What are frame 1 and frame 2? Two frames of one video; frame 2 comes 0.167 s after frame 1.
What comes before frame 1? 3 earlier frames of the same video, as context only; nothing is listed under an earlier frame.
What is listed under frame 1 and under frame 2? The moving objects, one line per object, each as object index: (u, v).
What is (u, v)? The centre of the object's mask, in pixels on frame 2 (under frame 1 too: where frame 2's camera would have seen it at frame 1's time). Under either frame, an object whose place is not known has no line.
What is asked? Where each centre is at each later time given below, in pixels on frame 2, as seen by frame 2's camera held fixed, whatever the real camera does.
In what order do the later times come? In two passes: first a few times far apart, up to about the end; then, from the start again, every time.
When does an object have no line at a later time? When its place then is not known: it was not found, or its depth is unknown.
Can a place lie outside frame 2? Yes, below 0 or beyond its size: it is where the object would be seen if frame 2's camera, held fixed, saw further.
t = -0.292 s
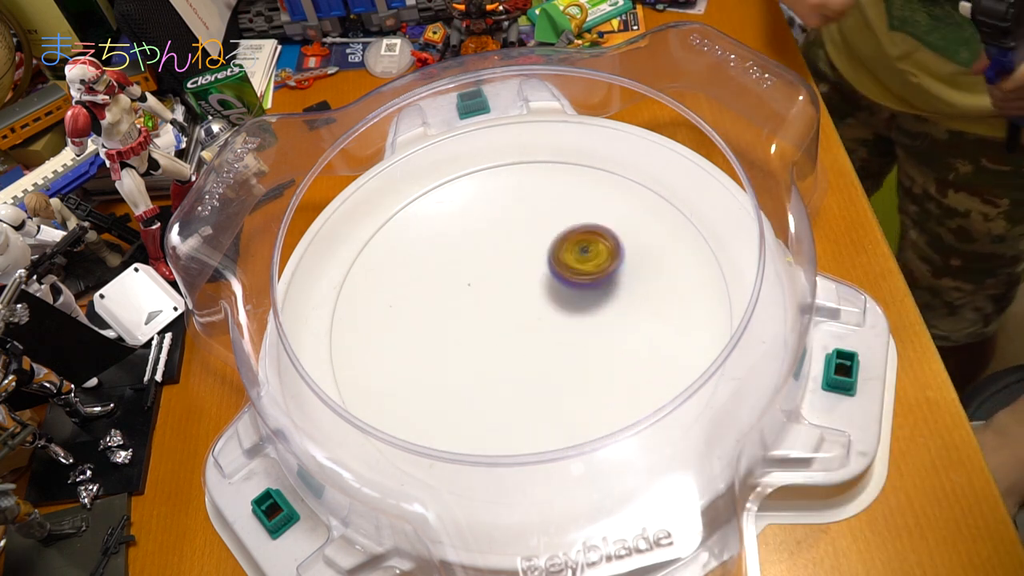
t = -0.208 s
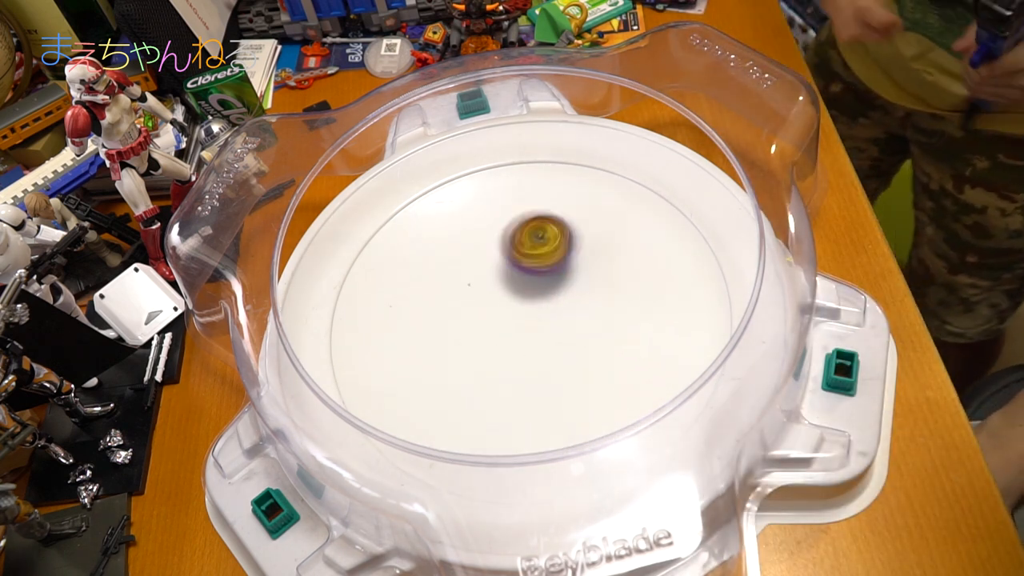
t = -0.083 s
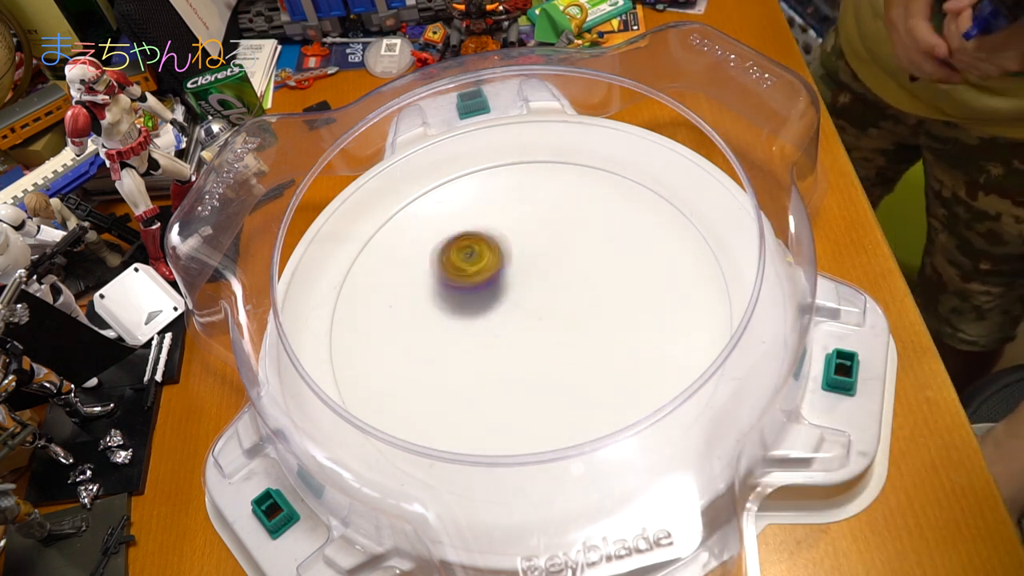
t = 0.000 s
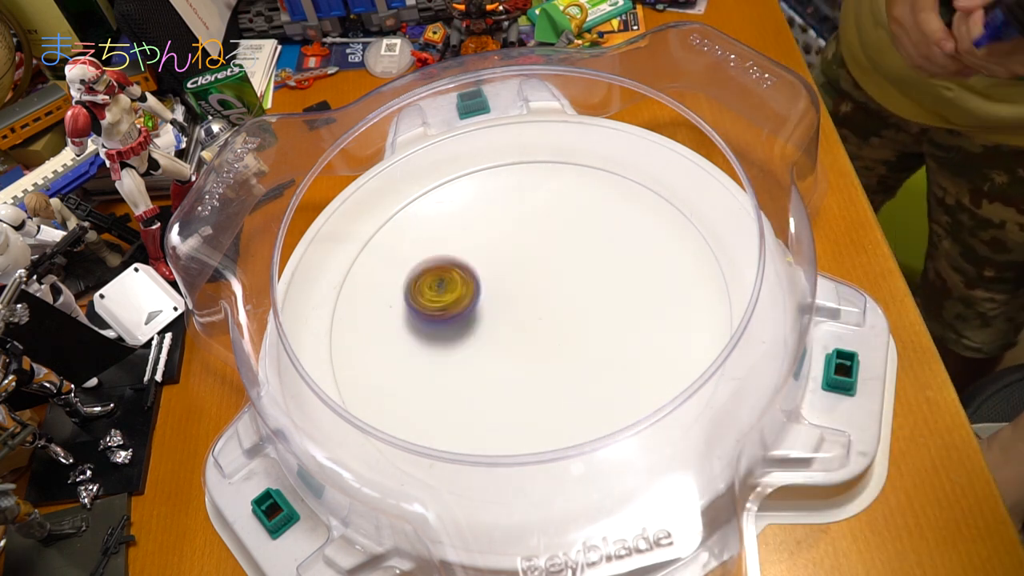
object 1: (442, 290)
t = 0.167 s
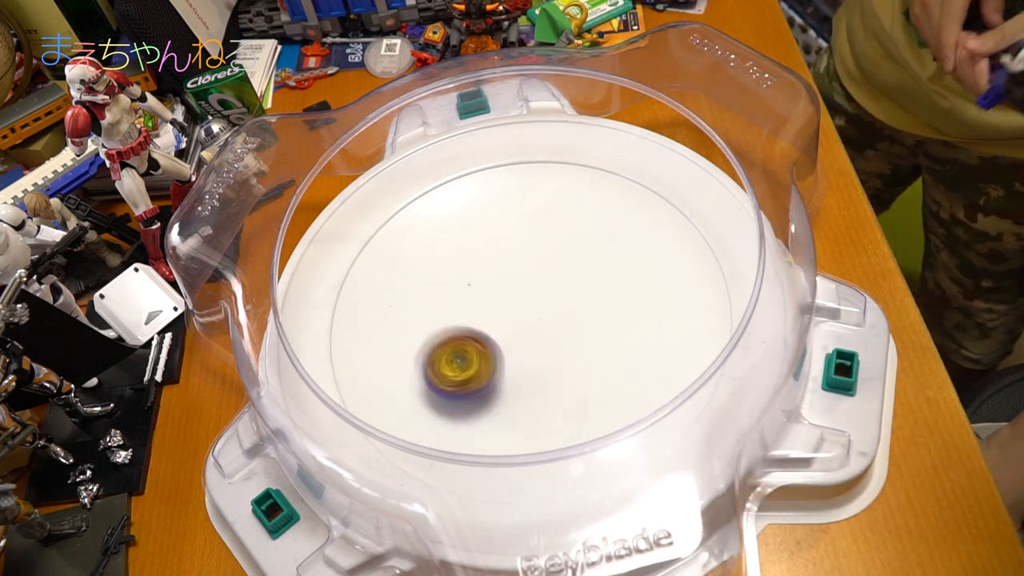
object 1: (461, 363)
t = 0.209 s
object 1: (482, 374)
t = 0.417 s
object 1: (577, 325)
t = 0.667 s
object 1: (522, 246)
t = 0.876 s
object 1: (456, 293)
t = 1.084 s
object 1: (509, 354)
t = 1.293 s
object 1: (588, 310)
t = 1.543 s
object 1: (523, 254)
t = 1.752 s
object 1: (462, 305)
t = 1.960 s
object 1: (510, 362)
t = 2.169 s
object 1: (578, 316)
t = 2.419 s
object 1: (523, 257)
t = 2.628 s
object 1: (460, 294)
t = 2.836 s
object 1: (494, 352)
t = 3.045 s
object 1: (571, 326)
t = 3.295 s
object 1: (536, 263)
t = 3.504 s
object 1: (475, 293)
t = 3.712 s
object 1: (501, 346)
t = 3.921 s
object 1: (562, 319)
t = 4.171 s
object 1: (520, 276)
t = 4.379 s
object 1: (482, 301)
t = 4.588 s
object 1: (494, 334)
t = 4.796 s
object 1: (536, 331)
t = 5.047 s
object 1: (547, 291)
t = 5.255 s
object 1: (522, 280)
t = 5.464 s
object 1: (495, 301)
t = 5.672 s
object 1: (506, 325)
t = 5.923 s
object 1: (538, 324)
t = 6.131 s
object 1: (541, 298)
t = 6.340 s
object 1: (517, 286)
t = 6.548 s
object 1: (497, 302)
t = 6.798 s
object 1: (510, 326)
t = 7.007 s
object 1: (539, 321)
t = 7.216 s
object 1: (542, 300)
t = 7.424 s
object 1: (520, 289)
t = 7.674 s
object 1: (493, 310)
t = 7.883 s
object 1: (510, 328)
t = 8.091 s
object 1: (533, 321)
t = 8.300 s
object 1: (546, 302)
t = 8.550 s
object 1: (524, 287)
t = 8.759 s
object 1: (502, 301)
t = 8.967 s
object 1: (502, 322)
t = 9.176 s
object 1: (520, 334)
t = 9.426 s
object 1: (544, 311)
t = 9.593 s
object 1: (537, 293)
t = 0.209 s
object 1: (482, 374)
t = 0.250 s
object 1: (503, 377)
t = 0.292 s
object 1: (527, 370)
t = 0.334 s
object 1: (550, 357)
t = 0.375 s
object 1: (568, 342)
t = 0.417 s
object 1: (577, 325)
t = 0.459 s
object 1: (579, 306)
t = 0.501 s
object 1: (574, 285)
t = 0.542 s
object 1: (567, 268)
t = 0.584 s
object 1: (555, 256)
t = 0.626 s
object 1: (540, 248)
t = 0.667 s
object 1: (522, 246)
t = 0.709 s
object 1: (502, 249)
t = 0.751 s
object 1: (483, 254)
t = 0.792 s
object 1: (469, 264)
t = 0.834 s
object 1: (460, 277)
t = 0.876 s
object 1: (456, 293)
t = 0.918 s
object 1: (456, 312)
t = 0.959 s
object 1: (460, 328)
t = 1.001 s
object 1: (471, 341)
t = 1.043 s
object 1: (487, 350)
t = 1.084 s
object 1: (509, 354)
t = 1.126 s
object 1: (531, 354)
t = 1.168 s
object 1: (551, 349)
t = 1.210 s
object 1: (568, 339)
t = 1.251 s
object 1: (581, 325)
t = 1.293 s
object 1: (588, 310)
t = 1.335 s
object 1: (589, 295)
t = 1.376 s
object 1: (584, 281)
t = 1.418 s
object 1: (573, 269)
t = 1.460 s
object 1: (557, 259)
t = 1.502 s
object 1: (541, 254)
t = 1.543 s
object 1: (523, 254)
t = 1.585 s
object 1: (506, 258)
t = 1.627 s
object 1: (490, 265)
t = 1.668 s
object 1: (477, 276)
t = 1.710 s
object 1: (467, 290)
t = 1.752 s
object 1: (462, 305)
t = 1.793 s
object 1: (461, 321)
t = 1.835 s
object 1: (467, 336)
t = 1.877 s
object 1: (477, 350)
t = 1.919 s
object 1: (492, 358)
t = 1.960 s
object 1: (510, 362)
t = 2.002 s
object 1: (529, 361)
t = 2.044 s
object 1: (547, 355)
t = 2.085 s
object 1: (562, 344)
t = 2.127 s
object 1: (572, 331)
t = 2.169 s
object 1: (578, 316)
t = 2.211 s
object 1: (578, 301)
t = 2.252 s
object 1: (573, 287)
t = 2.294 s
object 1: (565, 275)
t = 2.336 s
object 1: (553, 266)
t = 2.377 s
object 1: (539, 259)
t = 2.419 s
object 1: (523, 257)
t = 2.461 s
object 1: (506, 257)
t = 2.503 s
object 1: (491, 262)
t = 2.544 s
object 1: (477, 271)
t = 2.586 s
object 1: (467, 281)
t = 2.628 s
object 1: (460, 294)
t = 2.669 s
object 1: (458, 308)
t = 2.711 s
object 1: (461, 321)
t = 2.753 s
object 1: (468, 335)
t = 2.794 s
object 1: (480, 345)
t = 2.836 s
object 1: (494, 352)
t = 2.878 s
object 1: (511, 355)
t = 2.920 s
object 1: (528, 354)
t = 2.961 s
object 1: (545, 349)
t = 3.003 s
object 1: (560, 339)
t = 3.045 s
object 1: (571, 326)
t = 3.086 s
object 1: (578, 311)
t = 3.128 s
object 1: (578, 295)
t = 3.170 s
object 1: (572, 282)
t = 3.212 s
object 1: (563, 272)
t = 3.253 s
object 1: (550, 265)
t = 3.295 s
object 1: (536, 263)
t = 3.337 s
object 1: (525, 261)
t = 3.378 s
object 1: (510, 263)
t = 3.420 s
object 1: (496, 269)
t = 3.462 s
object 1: (484, 280)
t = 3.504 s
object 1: (475, 293)
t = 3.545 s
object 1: (472, 307)
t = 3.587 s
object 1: (475, 321)
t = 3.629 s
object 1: (482, 331)
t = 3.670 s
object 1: (491, 340)
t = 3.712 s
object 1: (501, 346)
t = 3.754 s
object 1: (515, 349)
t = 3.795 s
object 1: (531, 349)
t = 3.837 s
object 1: (547, 342)
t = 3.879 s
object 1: (557, 330)
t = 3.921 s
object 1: (562, 319)
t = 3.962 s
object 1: (562, 309)
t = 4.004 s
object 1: (561, 299)
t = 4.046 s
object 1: (556, 287)
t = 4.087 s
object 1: (544, 279)
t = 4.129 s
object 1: (531, 275)
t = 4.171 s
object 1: (520, 276)
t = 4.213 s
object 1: (510, 277)
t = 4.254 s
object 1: (499, 279)
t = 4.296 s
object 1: (489, 286)
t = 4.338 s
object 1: (484, 295)
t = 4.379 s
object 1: (482, 301)
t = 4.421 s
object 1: (480, 307)
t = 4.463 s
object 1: (478, 315)
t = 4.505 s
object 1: (481, 326)
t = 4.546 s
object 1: (488, 330)
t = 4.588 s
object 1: (494, 334)
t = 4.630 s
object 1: (500, 338)
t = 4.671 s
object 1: (511, 340)
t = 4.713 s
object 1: (522, 337)
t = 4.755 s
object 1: (528, 334)
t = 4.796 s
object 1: (536, 331)
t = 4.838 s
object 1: (546, 325)
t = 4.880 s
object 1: (550, 317)
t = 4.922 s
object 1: (550, 311)
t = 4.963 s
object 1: (553, 306)
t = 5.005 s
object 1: (553, 297)
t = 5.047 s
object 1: (547, 291)
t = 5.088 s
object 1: (543, 290)
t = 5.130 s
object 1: (541, 283)
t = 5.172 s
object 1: (532, 280)
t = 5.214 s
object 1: (525, 282)
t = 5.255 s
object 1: (522, 280)
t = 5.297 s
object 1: (513, 282)
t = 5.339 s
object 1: (506, 287)
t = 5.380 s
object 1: (504, 291)
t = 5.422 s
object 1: (499, 294)
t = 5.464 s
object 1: (495, 301)
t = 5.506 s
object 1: (497, 308)
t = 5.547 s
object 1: (497, 311)
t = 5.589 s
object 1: (496, 319)
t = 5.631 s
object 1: (503, 324)
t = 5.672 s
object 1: (506, 325)
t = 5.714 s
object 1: (509, 331)
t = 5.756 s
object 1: (518, 333)
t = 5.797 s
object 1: (522, 331)
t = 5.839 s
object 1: (527, 332)
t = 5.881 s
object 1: (536, 328)
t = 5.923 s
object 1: (538, 324)
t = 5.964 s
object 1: (542, 322)
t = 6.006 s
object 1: (546, 314)
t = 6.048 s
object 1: (543, 309)
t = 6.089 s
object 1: (544, 305)
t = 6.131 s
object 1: (541, 298)
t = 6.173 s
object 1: (536, 296)
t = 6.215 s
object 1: (535, 292)
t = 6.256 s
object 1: (527, 288)
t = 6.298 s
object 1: (521, 289)
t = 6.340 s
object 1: (517, 286)
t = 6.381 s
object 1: (508, 288)
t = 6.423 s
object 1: (506, 292)
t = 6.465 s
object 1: (500, 292)
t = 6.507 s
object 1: (496, 299)
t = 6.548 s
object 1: (497, 302)
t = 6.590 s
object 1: (492, 307)
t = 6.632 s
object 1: (497, 315)
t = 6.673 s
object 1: (498, 316)
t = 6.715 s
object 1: (500, 323)
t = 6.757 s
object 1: (508, 324)
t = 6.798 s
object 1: (510, 326)
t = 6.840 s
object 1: (519, 329)
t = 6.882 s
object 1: (523, 326)
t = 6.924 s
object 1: (530, 328)
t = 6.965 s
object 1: (537, 323)
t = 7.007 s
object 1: (539, 321)
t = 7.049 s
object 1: (545, 316)
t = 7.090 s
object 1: (544, 311)
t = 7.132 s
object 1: (548, 308)
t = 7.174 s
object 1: (544, 301)
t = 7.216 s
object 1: (542, 300)
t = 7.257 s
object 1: (540, 293)
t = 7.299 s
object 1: (534, 293)
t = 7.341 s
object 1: (531, 289)
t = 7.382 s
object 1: (523, 289)
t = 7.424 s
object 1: (520, 289)
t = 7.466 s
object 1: (511, 290)
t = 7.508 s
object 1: (508, 295)
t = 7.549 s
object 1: (502, 295)
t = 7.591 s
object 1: (499, 302)
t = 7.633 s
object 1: (498, 303)
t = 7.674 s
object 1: (493, 310)
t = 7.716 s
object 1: (494, 313)
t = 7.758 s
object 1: (494, 320)
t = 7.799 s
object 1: (500, 322)
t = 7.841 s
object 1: (500, 327)
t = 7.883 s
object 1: (510, 328)
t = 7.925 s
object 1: (511, 329)
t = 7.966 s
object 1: (520, 330)
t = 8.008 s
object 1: (523, 328)
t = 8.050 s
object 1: (532, 326)
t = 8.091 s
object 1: (533, 321)
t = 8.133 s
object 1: (540, 320)
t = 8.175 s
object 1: (541, 314)
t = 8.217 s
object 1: (545, 312)
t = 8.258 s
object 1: (544, 304)
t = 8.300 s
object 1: (546, 302)
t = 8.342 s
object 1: (543, 296)
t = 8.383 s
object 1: (543, 294)
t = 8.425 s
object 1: (538, 288)
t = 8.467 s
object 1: (536, 288)
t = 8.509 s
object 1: (527, 286)
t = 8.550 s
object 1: (524, 287)
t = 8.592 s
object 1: (516, 287)
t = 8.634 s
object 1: (514, 291)
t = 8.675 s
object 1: (508, 293)
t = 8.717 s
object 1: (507, 299)
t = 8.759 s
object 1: (502, 301)
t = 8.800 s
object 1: (502, 306)
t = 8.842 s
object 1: (498, 311)
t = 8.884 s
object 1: (501, 314)
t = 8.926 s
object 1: (497, 319)
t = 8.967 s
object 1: (502, 322)
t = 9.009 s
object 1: (502, 327)
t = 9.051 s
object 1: (508, 329)
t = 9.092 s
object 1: (509, 333)
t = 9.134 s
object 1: (516, 331)
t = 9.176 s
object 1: (520, 334)
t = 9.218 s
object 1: (526, 330)
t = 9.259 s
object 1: (531, 330)
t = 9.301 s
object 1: (533, 325)
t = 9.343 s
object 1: (540, 322)
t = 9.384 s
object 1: (539, 317)
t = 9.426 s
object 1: (544, 311)
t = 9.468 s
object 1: (541, 308)
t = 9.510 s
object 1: (542, 302)
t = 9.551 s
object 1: (539, 301)
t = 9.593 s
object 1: (537, 293)
